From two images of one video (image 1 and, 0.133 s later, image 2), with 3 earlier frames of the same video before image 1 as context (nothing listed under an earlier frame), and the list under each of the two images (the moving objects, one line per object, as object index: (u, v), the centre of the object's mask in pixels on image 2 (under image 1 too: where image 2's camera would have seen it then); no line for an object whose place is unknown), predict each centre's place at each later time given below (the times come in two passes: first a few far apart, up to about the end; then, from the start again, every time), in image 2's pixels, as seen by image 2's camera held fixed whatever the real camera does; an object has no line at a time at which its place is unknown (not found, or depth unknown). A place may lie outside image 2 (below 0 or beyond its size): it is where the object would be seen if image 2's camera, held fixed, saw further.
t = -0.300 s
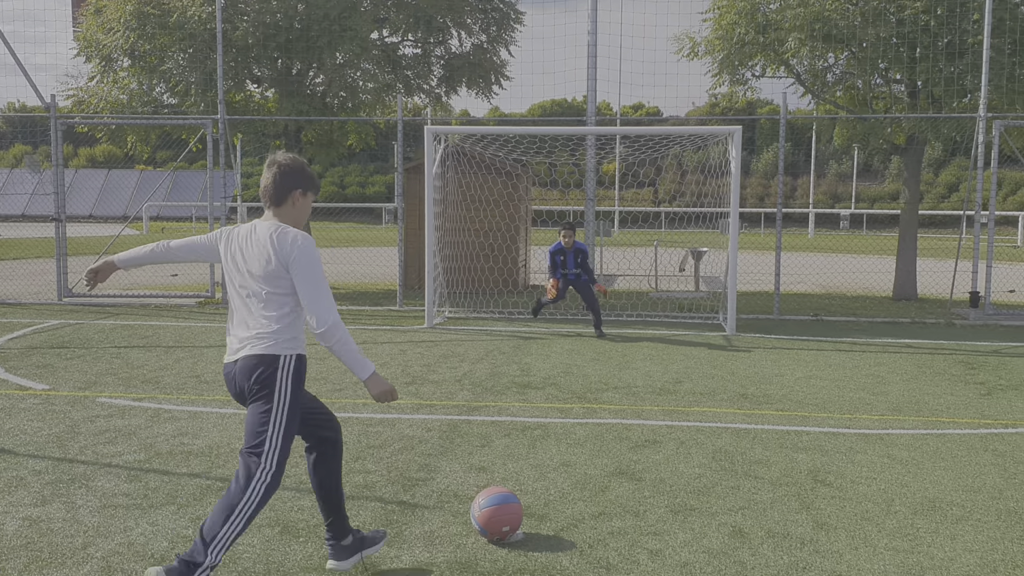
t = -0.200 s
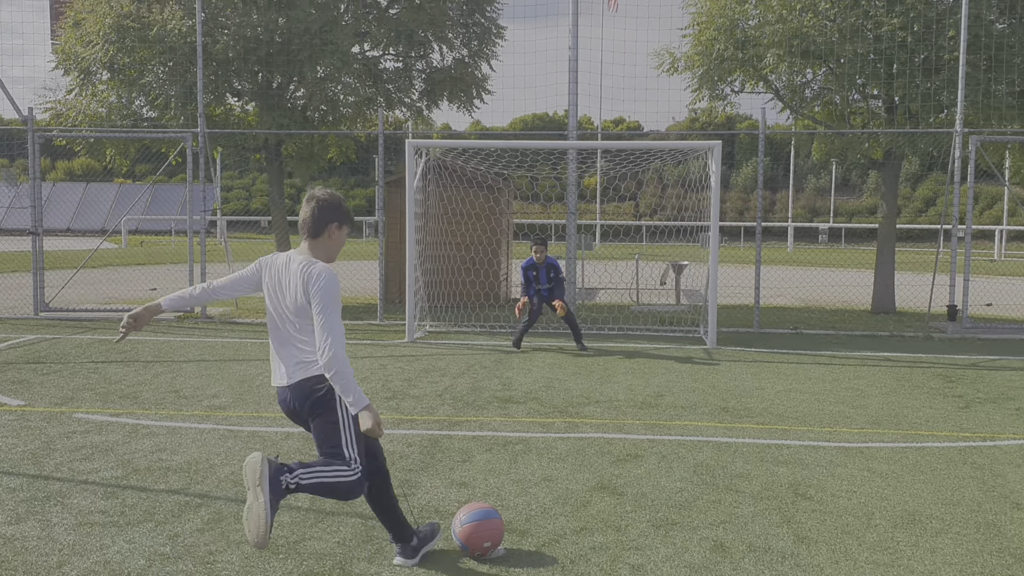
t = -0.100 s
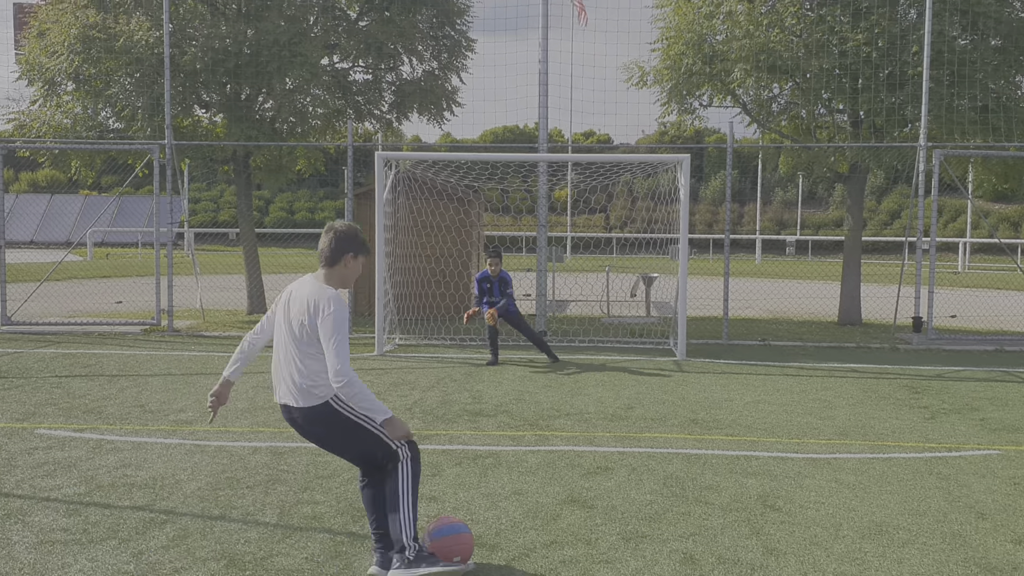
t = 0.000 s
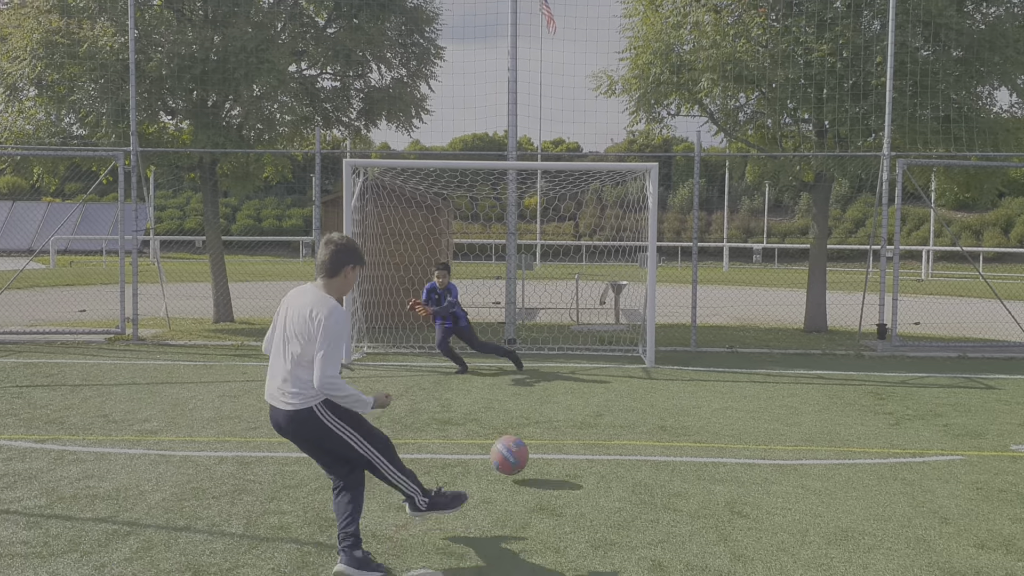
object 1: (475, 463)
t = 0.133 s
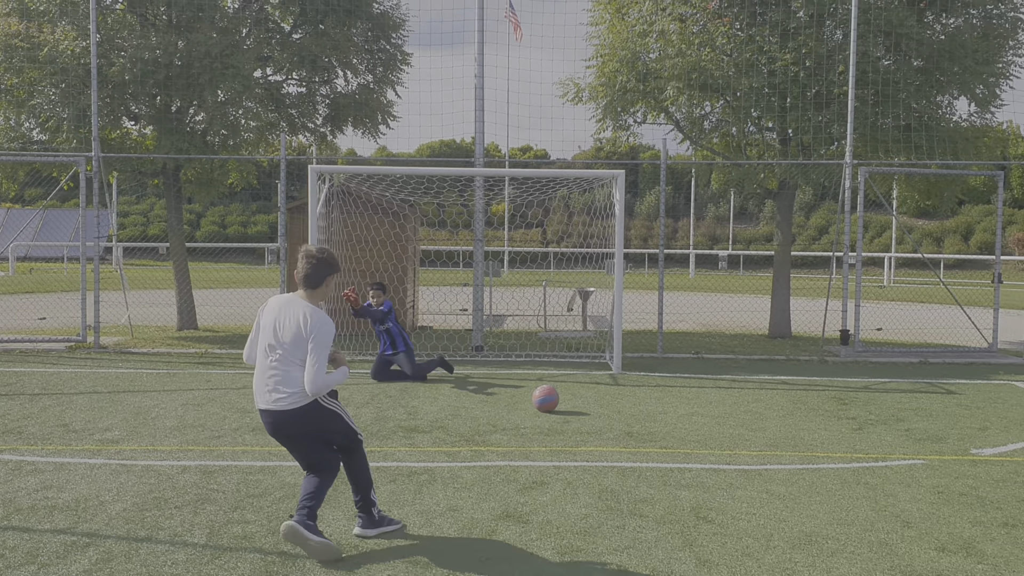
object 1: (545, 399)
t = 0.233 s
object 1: (571, 366)
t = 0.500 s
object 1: (581, 277)
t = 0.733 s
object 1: (571, 203)
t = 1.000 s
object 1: (566, 191)
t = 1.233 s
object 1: (564, 244)
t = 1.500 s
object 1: (560, 372)
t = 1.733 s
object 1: (562, 305)
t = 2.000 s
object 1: (562, 287)
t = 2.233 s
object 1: (563, 329)
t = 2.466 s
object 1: (561, 346)
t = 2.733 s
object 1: (558, 332)
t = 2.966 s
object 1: (555, 368)
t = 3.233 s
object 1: (549, 355)
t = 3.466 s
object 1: (544, 362)
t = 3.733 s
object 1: (541, 367)
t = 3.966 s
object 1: (540, 368)
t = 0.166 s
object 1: (555, 385)
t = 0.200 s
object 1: (563, 373)
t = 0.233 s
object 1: (571, 366)
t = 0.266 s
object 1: (577, 359)
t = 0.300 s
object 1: (583, 355)
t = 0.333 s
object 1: (589, 352)
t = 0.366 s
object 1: (588, 341)
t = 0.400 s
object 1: (586, 324)
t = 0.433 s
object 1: (584, 308)
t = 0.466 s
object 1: (583, 292)
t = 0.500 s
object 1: (581, 277)
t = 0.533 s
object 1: (580, 264)
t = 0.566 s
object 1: (579, 251)
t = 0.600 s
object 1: (577, 239)
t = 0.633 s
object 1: (576, 229)
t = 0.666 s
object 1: (573, 218)
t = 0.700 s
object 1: (571, 211)
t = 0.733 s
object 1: (571, 203)
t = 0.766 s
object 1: (569, 195)
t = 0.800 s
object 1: (568, 190)
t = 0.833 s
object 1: (568, 188)
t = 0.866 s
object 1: (567, 187)
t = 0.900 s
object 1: (567, 186)
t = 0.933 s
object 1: (567, 187)
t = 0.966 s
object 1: (567, 188)
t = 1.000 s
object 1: (566, 191)
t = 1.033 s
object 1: (567, 195)
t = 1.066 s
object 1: (567, 199)
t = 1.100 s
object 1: (566, 207)
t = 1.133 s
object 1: (566, 214)
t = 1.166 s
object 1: (565, 223)
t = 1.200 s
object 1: (564, 233)
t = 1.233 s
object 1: (564, 244)
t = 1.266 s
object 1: (563, 255)
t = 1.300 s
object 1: (563, 267)
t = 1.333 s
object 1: (563, 282)
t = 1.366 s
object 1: (563, 298)
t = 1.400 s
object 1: (562, 314)
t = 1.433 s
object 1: (561, 331)
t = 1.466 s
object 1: (560, 351)
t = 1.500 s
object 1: (560, 372)
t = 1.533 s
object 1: (560, 365)
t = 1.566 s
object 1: (560, 352)
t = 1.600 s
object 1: (560, 342)
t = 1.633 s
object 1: (560, 330)
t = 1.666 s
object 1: (561, 321)
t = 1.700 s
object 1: (561, 312)
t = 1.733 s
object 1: (562, 305)
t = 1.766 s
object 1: (561, 299)
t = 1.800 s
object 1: (561, 293)
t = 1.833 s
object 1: (561, 289)
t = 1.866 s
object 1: (561, 287)
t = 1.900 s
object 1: (561, 285)
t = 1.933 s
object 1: (562, 285)
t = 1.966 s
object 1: (562, 285)
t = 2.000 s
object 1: (562, 287)
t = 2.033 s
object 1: (562, 290)
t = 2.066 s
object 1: (562, 293)
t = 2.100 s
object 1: (562, 299)
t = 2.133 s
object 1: (563, 305)
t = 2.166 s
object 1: (563, 313)
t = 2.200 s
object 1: (562, 321)
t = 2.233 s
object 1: (563, 329)
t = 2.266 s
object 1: (563, 340)
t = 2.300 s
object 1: (563, 351)
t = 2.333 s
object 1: (562, 364)
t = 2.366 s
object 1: (562, 369)
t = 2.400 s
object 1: (562, 360)
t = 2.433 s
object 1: (562, 352)
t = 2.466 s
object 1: (561, 346)
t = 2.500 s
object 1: (560, 341)
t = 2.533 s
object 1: (561, 336)
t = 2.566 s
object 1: (560, 333)
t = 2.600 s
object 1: (560, 330)
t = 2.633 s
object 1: (560, 329)
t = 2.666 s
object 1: (560, 329)
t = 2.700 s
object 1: (559, 329)
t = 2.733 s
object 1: (558, 332)
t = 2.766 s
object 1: (558, 334)
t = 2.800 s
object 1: (557, 339)
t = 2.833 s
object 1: (557, 344)
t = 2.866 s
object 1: (556, 351)
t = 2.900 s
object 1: (556, 358)
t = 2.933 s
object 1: (555, 367)
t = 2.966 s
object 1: (555, 368)
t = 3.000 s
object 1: (553, 362)
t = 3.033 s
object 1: (553, 358)
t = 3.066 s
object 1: (552, 354)
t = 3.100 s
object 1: (551, 352)
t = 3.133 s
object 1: (551, 352)
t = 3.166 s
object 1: (551, 352)
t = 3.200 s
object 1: (550, 352)
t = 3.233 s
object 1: (549, 355)
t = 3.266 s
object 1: (547, 358)
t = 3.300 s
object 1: (546, 363)
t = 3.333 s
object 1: (546, 369)
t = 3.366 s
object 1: (545, 368)
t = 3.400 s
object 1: (544, 365)
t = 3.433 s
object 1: (544, 363)
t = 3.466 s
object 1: (544, 362)
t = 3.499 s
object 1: (544, 362)
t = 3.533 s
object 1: (543, 363)
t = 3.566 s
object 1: (543, 365)
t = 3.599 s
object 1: (542, 369)
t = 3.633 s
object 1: (542, 368)
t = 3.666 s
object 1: (541, 367)
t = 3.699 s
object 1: (541, 366)
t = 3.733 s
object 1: (541, 367)
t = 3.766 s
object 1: (540, 369)
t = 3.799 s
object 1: (540, 368)
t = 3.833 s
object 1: (540, 368)
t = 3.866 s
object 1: (540, 368)
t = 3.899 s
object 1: (540, 368)
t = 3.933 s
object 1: (540, 368)
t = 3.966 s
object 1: (540, 368)
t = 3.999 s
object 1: (540, 368)
